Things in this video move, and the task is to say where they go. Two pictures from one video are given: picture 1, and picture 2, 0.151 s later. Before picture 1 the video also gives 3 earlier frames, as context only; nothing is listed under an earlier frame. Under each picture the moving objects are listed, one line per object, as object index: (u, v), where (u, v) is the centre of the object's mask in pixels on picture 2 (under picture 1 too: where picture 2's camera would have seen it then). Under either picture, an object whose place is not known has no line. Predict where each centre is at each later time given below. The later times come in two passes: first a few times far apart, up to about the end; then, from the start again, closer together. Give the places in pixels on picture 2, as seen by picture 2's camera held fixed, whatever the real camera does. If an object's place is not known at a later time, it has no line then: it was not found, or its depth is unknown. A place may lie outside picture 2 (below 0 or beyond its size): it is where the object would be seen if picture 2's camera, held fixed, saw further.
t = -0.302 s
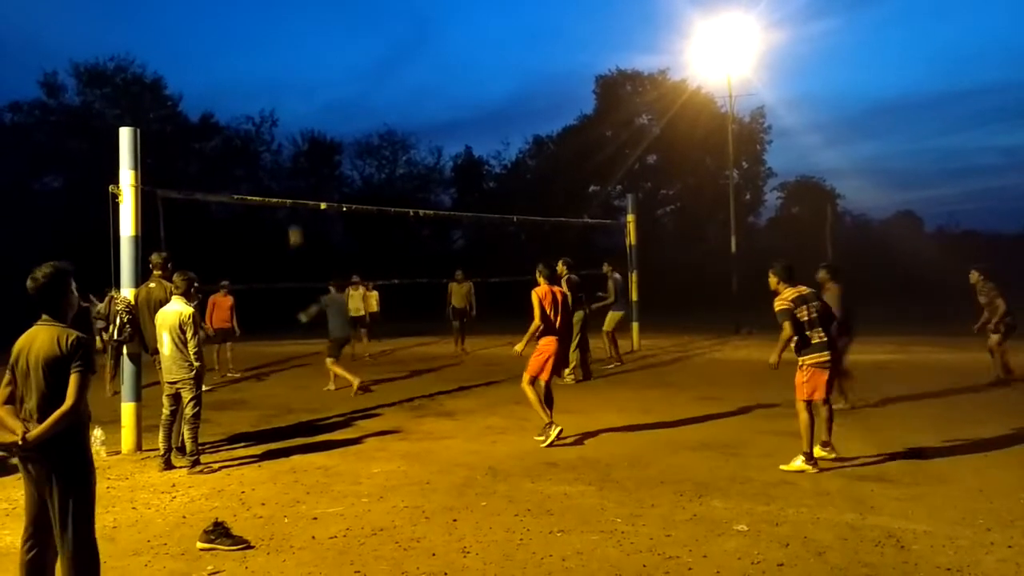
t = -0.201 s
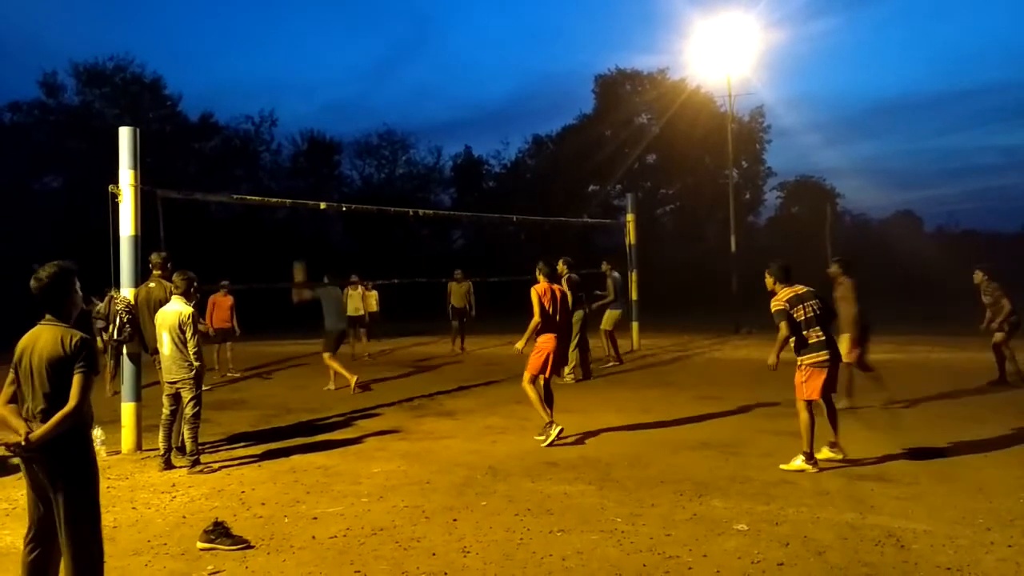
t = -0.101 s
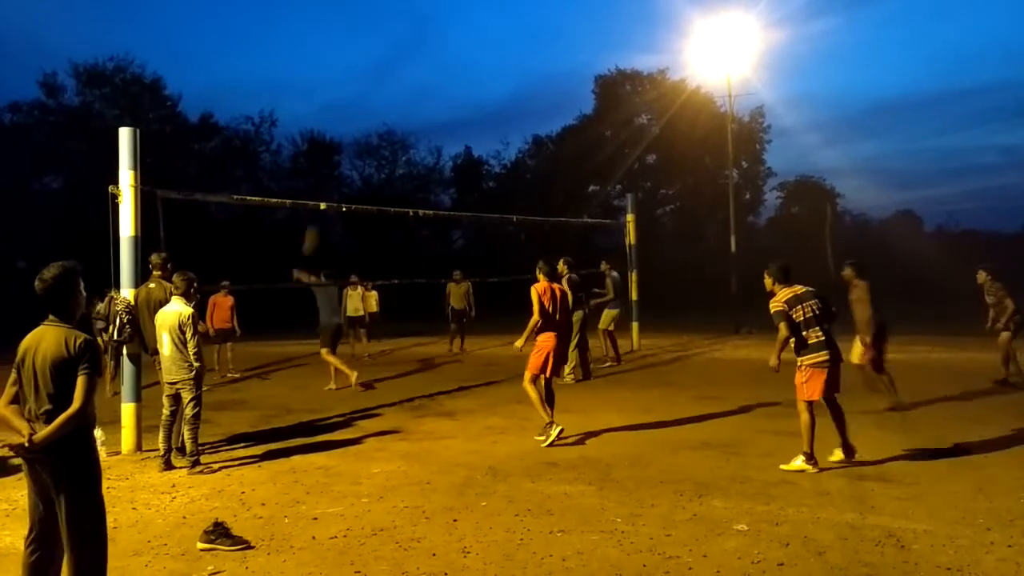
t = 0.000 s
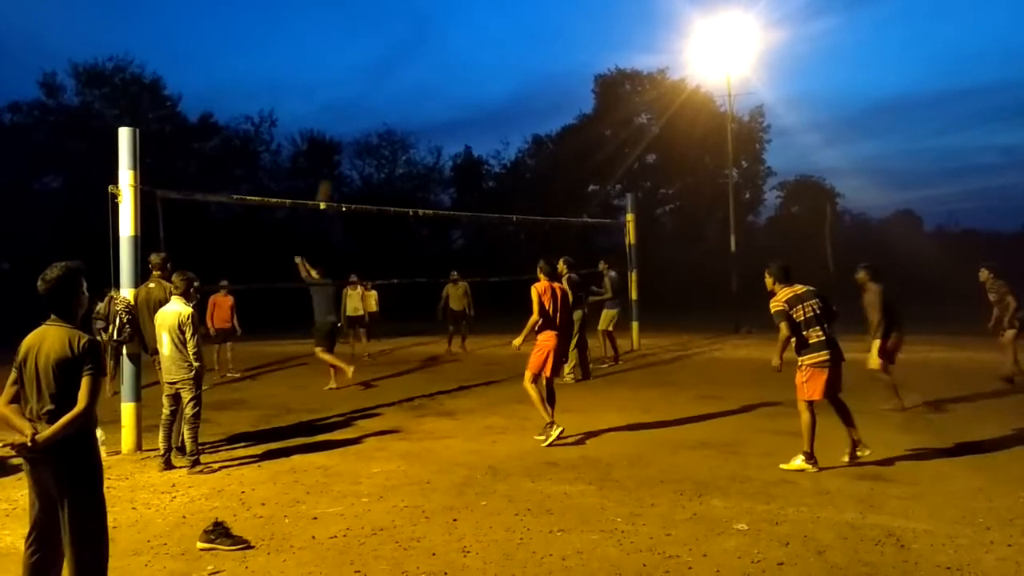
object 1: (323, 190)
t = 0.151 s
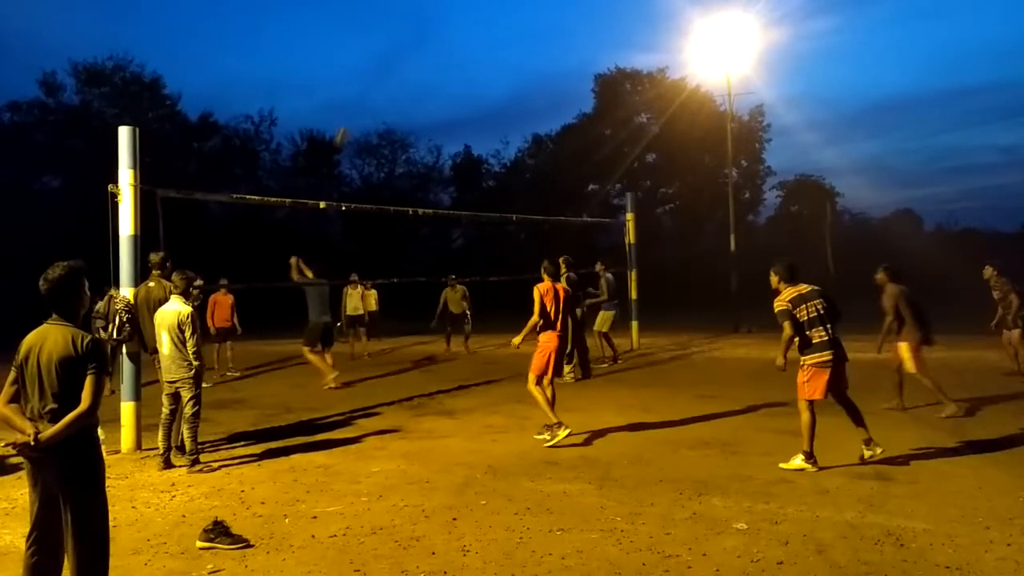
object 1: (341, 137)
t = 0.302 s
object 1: (361, 96)
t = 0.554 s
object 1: (393, 62)
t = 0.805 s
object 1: (425, 67)
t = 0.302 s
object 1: (361, 96)
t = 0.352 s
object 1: (367, 86)
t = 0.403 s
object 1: (374, 78)
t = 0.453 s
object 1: (380, 72)
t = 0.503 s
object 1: (388, 66)
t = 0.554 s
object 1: (393, 62)
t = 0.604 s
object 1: (400, 60)
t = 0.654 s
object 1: (405, 60)
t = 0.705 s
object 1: (413, 61)
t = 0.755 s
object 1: (418, 64)
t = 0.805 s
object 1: (425, 67)
